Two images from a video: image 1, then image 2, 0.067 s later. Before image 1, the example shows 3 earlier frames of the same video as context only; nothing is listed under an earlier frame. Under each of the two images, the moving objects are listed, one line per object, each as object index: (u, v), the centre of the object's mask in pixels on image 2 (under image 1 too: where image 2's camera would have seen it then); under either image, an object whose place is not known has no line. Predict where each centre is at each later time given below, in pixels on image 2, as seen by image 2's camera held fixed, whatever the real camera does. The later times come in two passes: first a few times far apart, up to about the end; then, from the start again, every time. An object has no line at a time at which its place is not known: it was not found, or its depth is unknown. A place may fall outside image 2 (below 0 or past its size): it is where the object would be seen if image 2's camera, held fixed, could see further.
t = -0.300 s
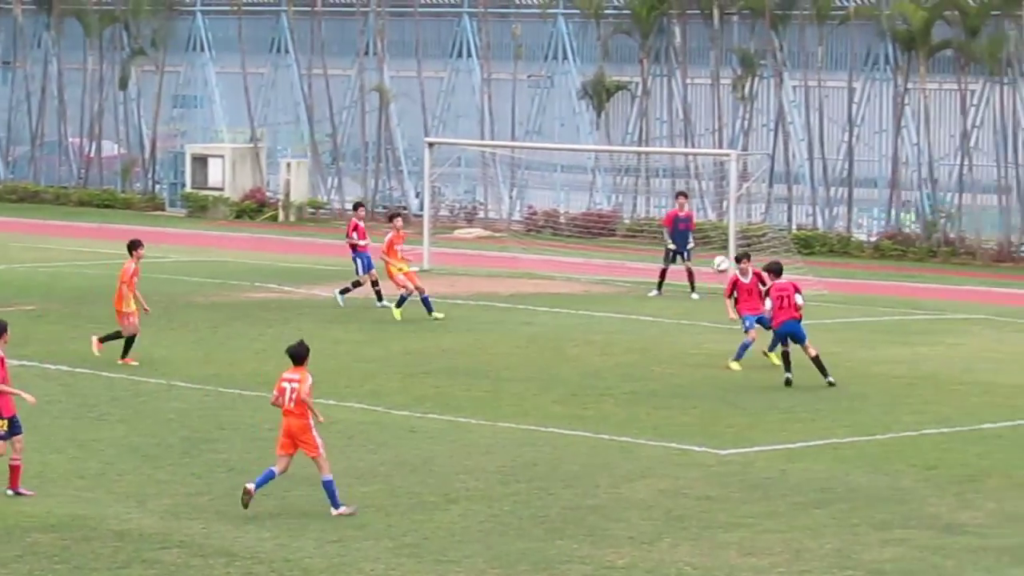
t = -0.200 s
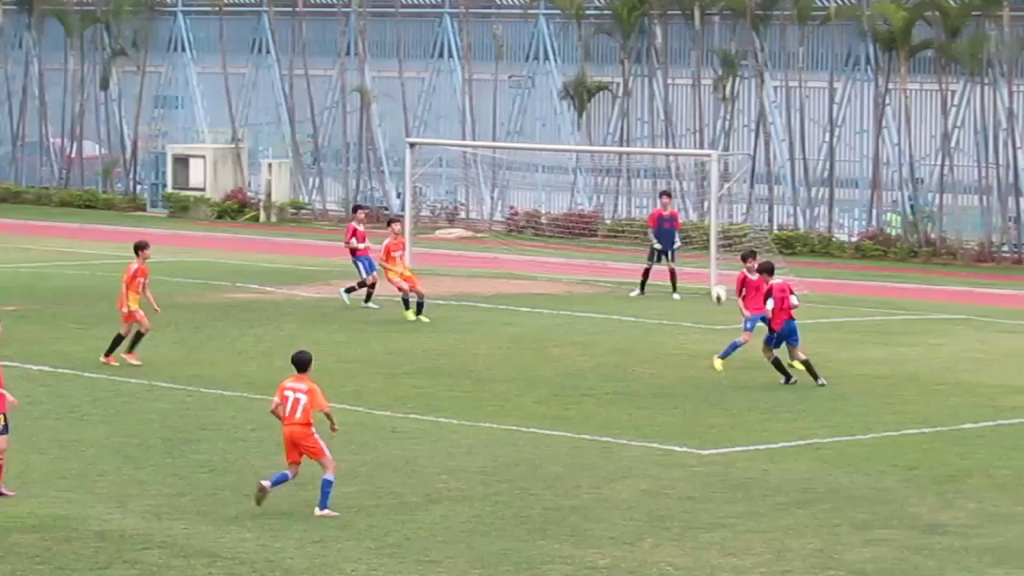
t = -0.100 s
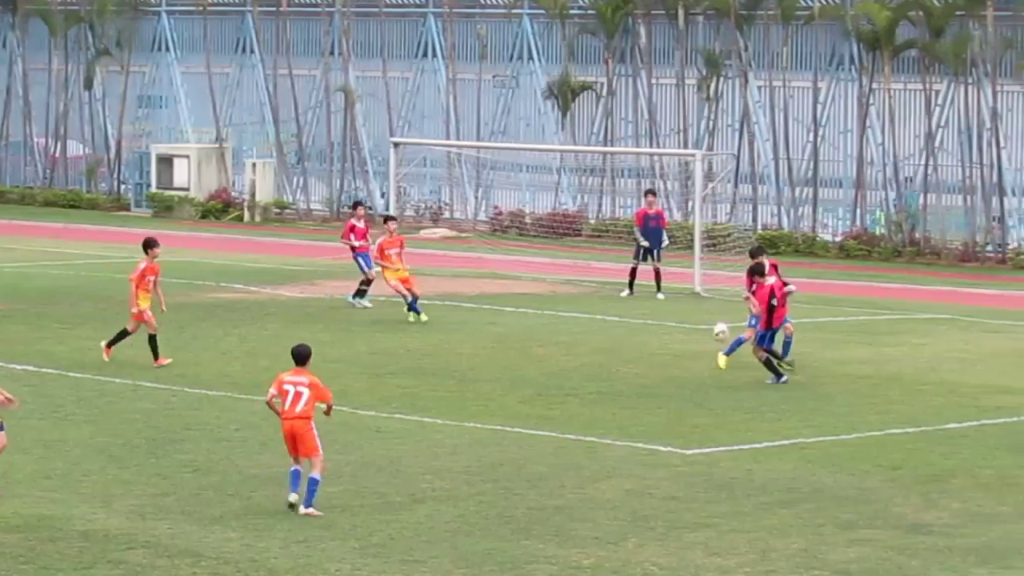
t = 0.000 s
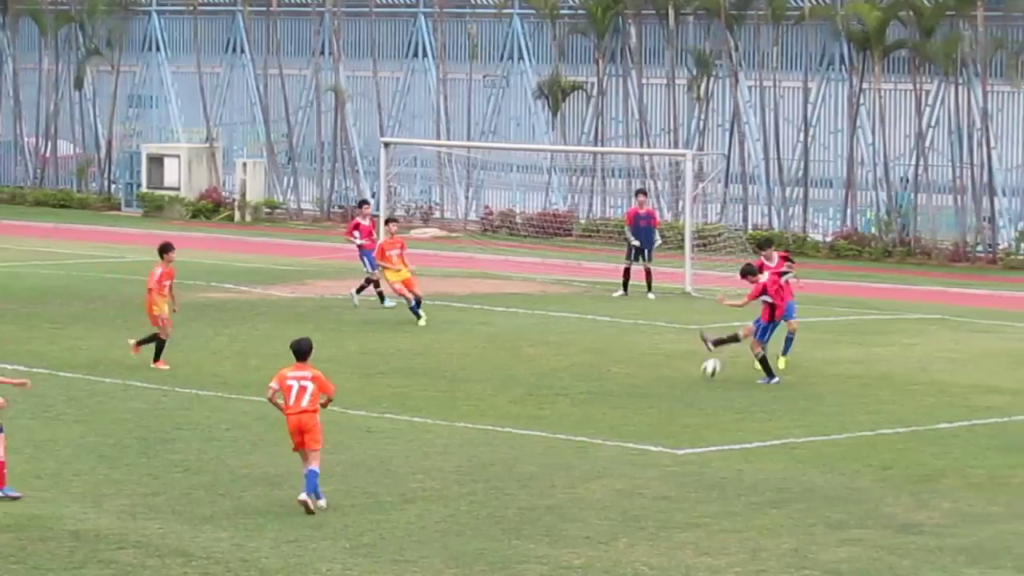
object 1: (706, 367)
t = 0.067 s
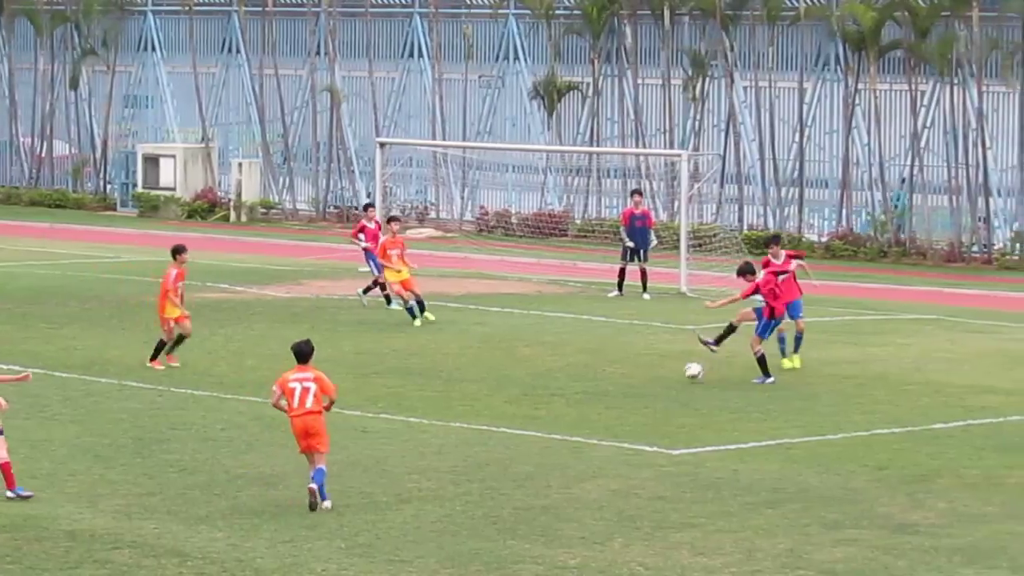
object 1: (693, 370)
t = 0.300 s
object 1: (665, 363)
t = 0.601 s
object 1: (629, 385)
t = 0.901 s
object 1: (595, 398)
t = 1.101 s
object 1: (573, 410)
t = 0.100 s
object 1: (689, 367)
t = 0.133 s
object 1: (685, 364)
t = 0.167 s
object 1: (681, 363)
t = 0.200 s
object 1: (676, 361)
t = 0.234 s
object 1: (673, 361)
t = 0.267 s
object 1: (669, 362)
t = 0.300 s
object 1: (665, 363)
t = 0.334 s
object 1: (661, 365)
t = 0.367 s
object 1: (657, 369)
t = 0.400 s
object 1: (654, 374)
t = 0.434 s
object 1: (650, 379)
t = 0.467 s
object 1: (646, 385)
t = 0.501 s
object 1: (641, 390)
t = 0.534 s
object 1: (638, 387)
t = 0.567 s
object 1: (633, 385)
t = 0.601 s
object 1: (629, 385)
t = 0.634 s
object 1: (625, 385)
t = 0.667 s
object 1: (621, 386)
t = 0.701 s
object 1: (617, 389)
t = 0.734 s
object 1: (613, 392)
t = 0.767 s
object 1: (610, 395)
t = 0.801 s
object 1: (605, 401)
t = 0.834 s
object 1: (602, 401)
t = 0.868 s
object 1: (598, 399)
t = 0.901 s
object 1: (595, 398)
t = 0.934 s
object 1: (591, 399)
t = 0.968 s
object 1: (588, 401)
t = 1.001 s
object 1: (584, 403)
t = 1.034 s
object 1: (581, 407)
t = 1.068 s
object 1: (577, 410)
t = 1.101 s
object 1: (573, 410)
